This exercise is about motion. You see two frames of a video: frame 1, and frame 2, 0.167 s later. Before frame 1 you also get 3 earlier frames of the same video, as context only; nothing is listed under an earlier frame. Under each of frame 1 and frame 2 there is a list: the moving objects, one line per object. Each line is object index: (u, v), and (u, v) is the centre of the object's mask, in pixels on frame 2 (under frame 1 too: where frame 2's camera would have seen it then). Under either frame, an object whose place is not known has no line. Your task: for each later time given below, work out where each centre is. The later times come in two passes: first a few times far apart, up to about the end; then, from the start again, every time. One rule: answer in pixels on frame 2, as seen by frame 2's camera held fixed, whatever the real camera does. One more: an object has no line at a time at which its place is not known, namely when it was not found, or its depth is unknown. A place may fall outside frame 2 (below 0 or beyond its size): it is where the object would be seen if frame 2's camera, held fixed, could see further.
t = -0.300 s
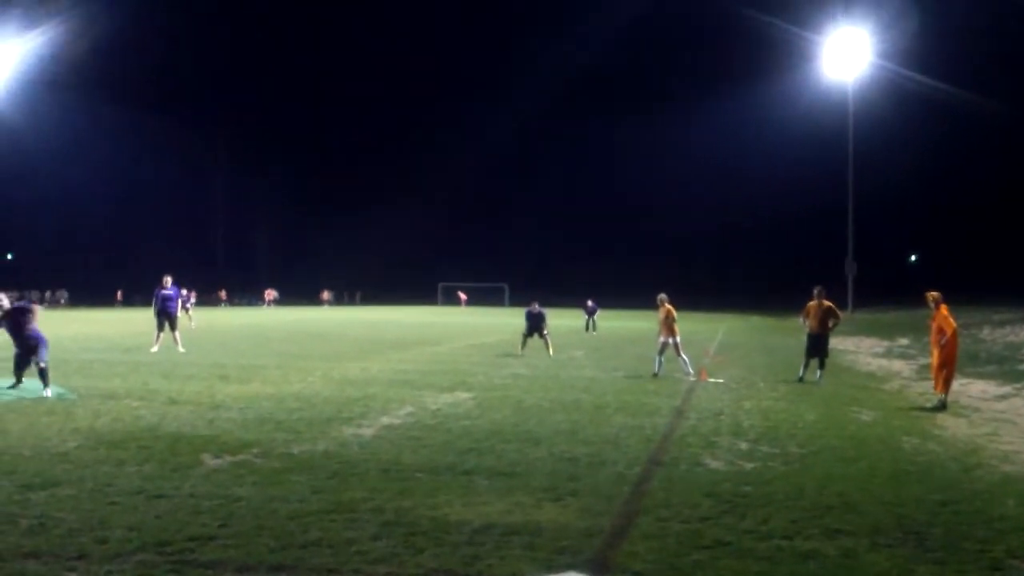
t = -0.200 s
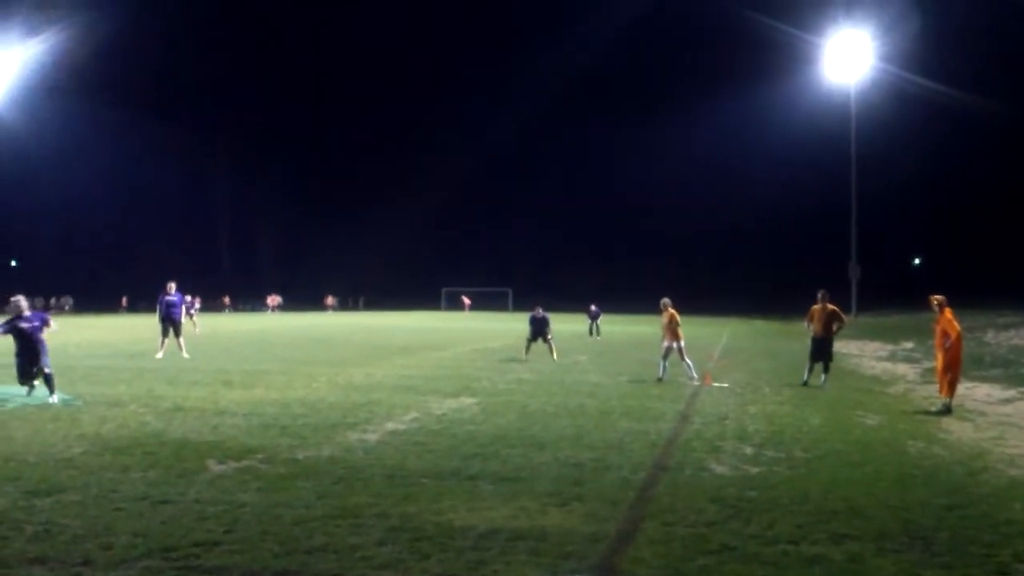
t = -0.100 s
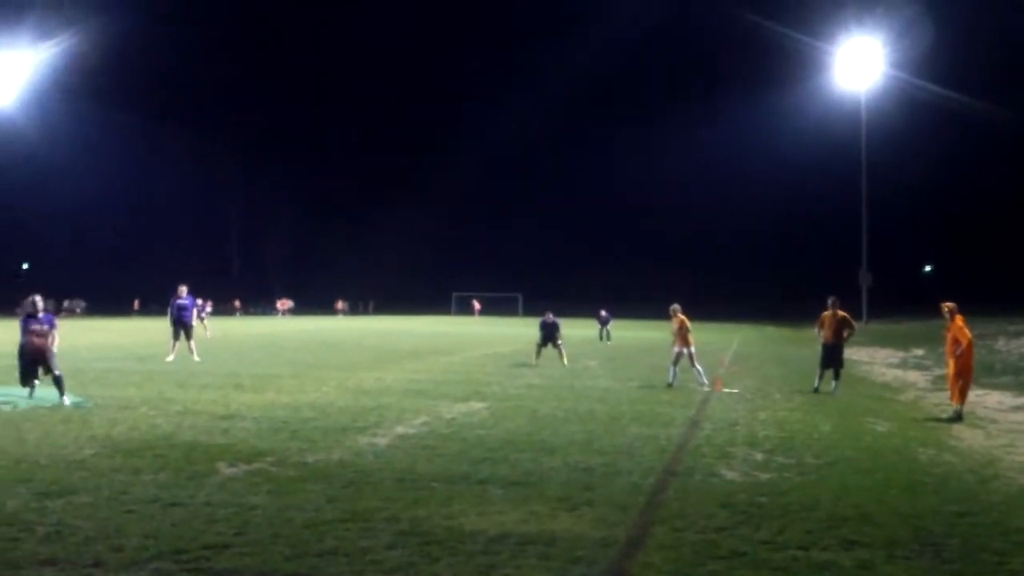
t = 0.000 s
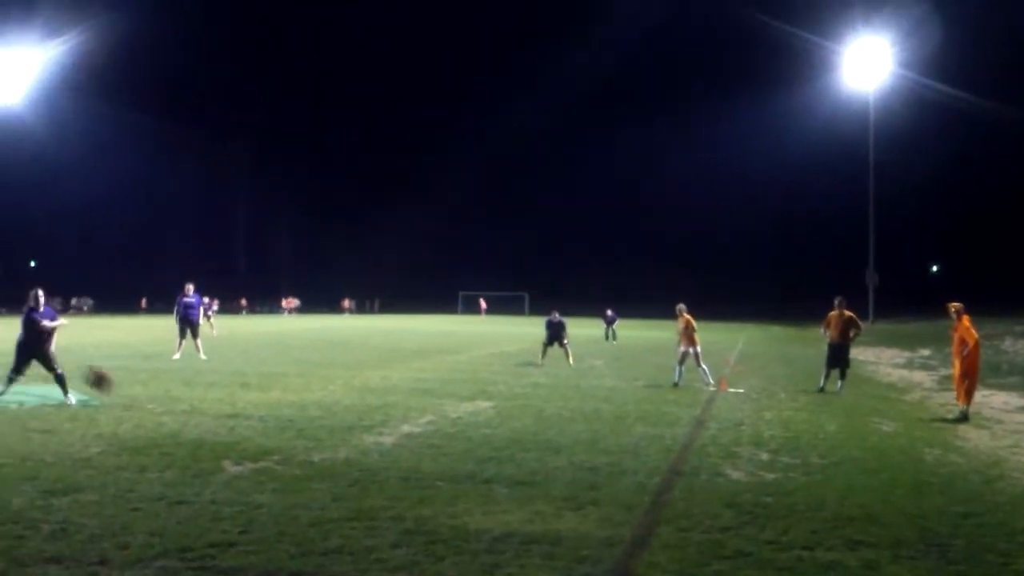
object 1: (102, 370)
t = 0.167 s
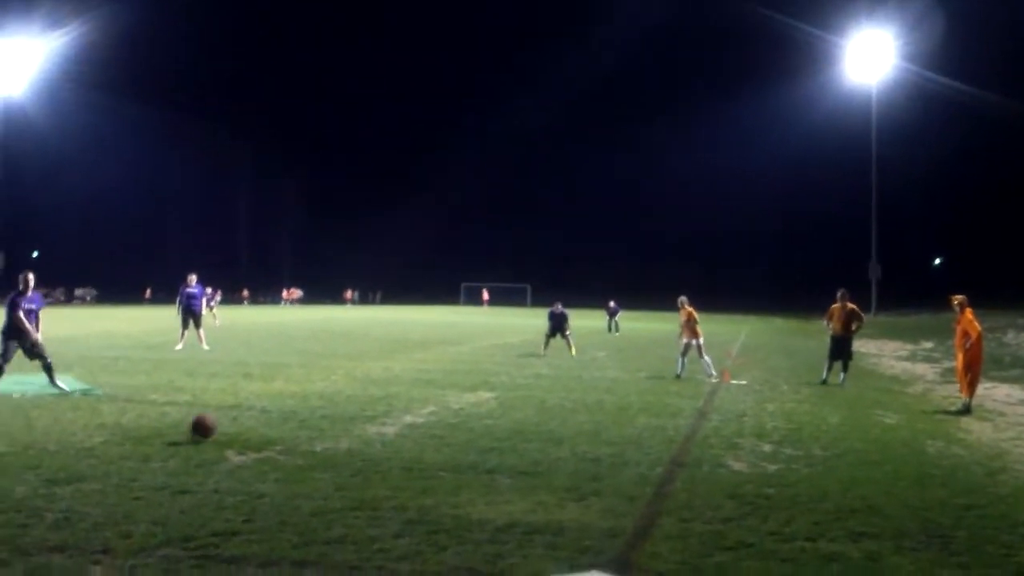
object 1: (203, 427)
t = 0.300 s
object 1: (230, 407)
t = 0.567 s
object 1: (298, 438)
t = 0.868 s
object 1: (384, 492)
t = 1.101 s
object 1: (465, 557)
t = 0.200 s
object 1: (208, 422)
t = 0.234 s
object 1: (216, 415)
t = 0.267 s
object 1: (223, 410)
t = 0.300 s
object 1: (230, 407)
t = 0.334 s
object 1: (237, 405)
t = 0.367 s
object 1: (245, 404)
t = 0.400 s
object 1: (253, 406)
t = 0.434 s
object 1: (261, 409)
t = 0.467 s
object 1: (270, 413)
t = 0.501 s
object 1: (278, 418)
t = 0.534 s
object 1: (288, 426)
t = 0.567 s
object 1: (298, 438)
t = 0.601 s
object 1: (307, 449)
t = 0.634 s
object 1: (317, 463)
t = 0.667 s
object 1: (327, 480)
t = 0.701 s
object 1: (338, 500)
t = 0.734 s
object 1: (348, 501)
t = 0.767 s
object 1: (356, 498)
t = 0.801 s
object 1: (365, 494)
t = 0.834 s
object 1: (374, 493)
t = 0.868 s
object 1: (384, 492)
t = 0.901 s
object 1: (395, 494)
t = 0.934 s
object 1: (405, 500)
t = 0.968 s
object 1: (416, 504)
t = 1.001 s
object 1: (427, 514)
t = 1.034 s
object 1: (439, 527)
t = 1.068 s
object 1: (453, 540)
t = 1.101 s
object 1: (465, 557)
